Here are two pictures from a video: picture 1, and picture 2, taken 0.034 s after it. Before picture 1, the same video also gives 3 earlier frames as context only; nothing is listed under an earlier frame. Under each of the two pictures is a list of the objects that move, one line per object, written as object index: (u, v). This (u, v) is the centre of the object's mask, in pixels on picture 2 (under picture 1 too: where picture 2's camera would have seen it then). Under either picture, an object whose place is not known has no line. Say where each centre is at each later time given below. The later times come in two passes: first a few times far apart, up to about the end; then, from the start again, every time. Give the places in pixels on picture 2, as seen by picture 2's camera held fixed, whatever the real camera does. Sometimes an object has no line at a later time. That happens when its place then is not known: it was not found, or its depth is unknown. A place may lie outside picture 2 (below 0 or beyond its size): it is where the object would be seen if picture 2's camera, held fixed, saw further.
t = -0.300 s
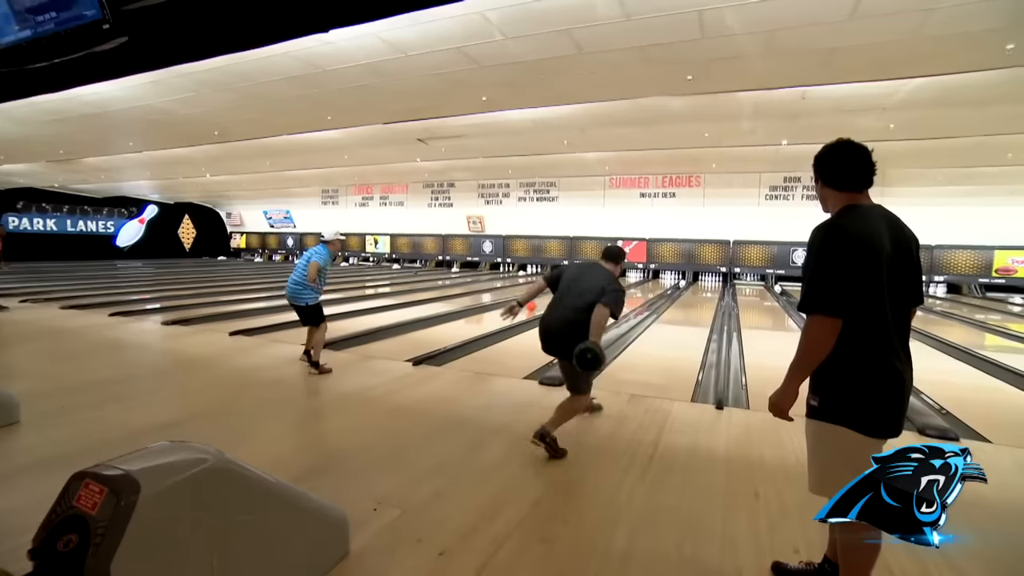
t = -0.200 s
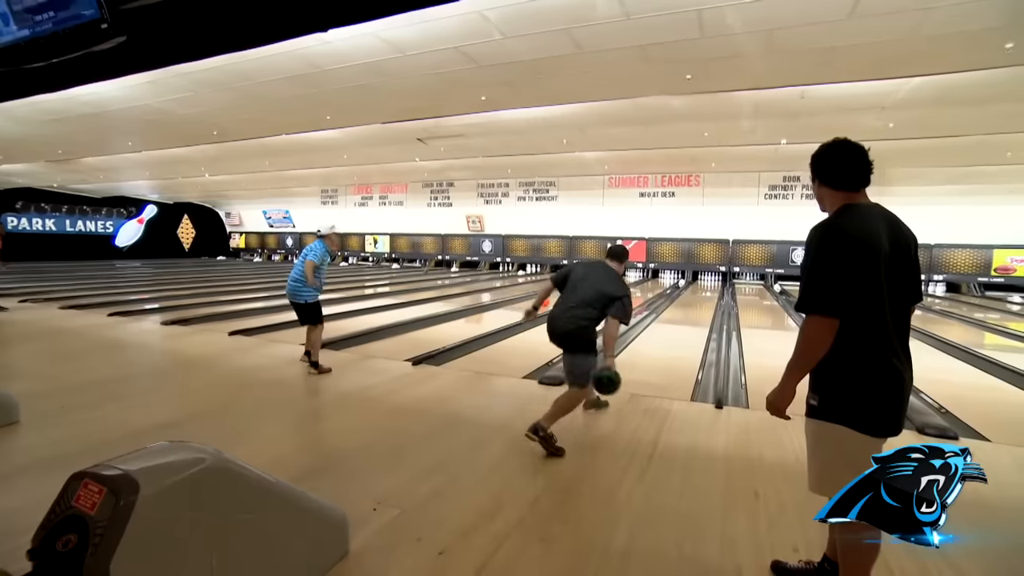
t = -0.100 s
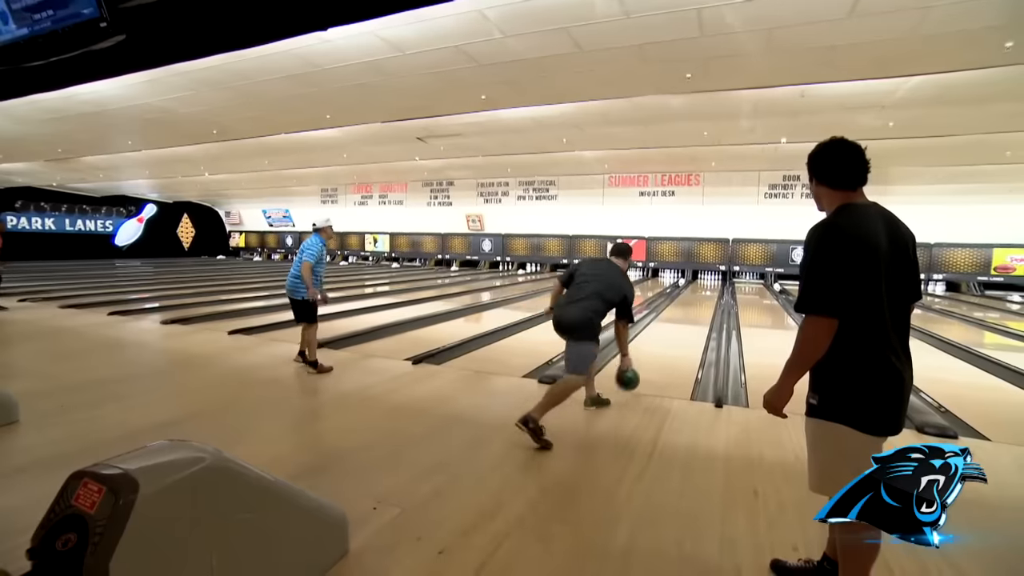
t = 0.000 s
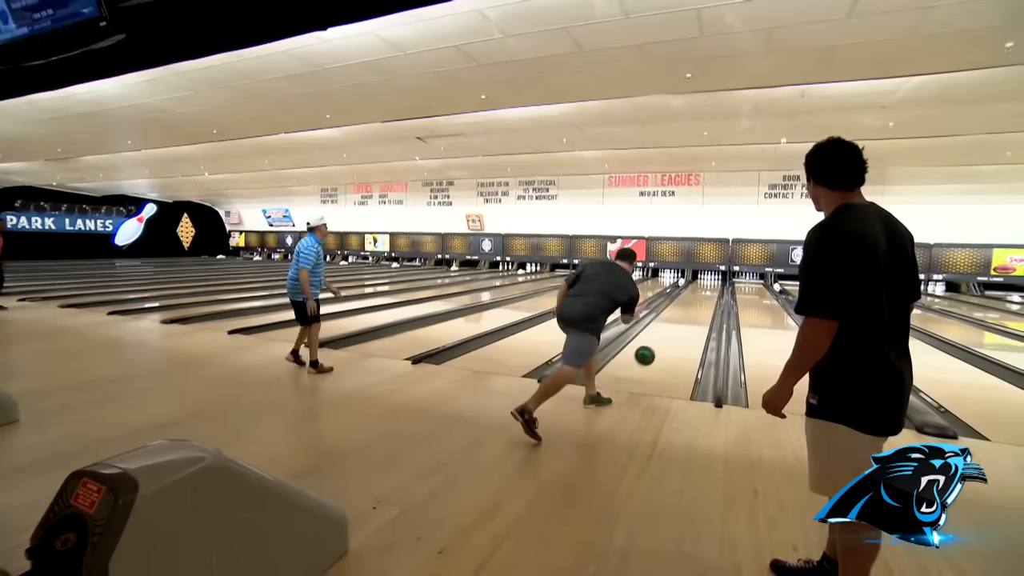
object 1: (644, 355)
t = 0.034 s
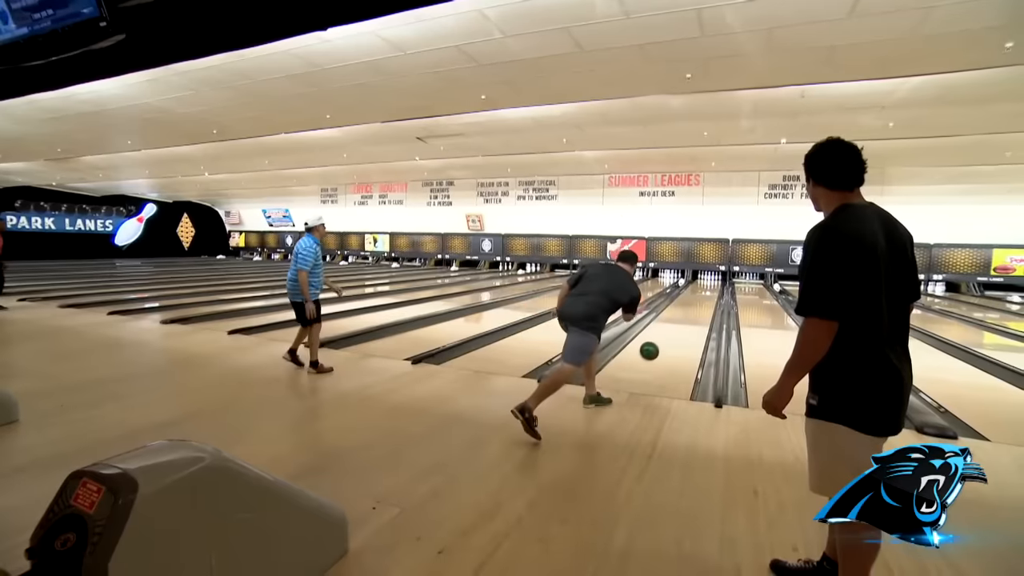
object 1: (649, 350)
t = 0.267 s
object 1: (670, 339)
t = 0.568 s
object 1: (687, 316)
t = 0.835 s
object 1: (696, 303)
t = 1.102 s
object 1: (702, 295)
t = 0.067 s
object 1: (653, 347)
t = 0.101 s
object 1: (657, 345)
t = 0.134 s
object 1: (660, 344)
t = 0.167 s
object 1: (663, 343)
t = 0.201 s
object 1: (665, 344)
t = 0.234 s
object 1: (668, 342)
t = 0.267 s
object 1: (670, 339)
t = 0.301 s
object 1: (673, 335)
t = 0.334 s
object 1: (675, 332)
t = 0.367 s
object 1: (677, 329)
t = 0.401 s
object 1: (679, 327)
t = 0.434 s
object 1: (681, 324)
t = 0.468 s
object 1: (682, 322)
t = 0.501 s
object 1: (684, 320)
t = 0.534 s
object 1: (685, 318)
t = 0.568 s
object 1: (687, 316)
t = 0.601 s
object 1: (688, 314)
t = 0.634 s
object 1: (689, 312)
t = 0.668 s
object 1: (691, 311)
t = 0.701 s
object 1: (692, 309)
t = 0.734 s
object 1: (693, 307)
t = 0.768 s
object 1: (694, 306)
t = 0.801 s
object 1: (695, 305)
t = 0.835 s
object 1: (696, 303)
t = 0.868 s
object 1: (697, 302)
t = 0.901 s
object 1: (697, 301)
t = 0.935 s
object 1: (698, 300)
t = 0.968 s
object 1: (699, 299)
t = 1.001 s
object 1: (700, 298)
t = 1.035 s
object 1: (700, 297)
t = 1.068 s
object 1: (701, 296)
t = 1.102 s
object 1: (702, 295)
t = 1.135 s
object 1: (702, 295)
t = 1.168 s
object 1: (703, 293)
